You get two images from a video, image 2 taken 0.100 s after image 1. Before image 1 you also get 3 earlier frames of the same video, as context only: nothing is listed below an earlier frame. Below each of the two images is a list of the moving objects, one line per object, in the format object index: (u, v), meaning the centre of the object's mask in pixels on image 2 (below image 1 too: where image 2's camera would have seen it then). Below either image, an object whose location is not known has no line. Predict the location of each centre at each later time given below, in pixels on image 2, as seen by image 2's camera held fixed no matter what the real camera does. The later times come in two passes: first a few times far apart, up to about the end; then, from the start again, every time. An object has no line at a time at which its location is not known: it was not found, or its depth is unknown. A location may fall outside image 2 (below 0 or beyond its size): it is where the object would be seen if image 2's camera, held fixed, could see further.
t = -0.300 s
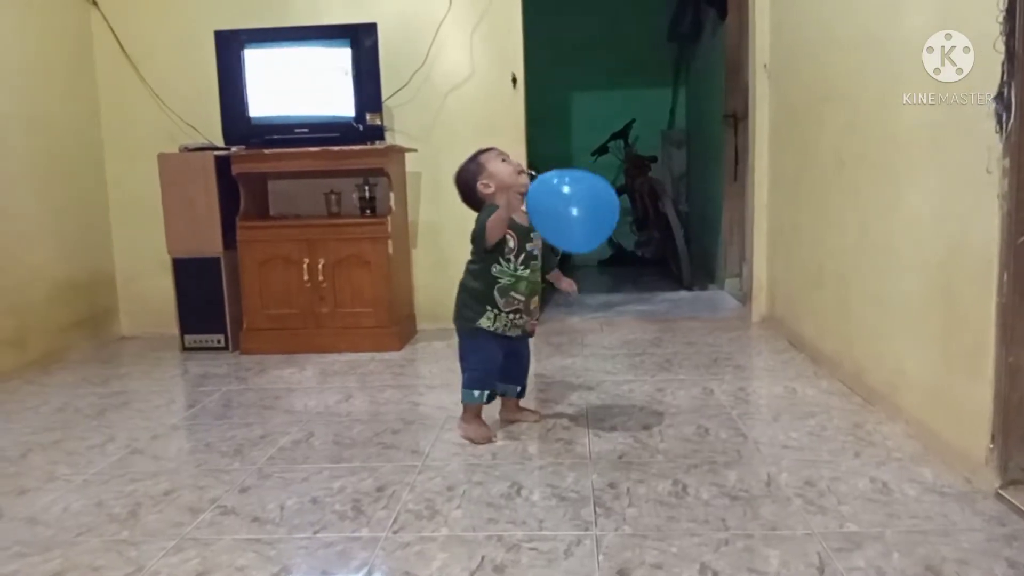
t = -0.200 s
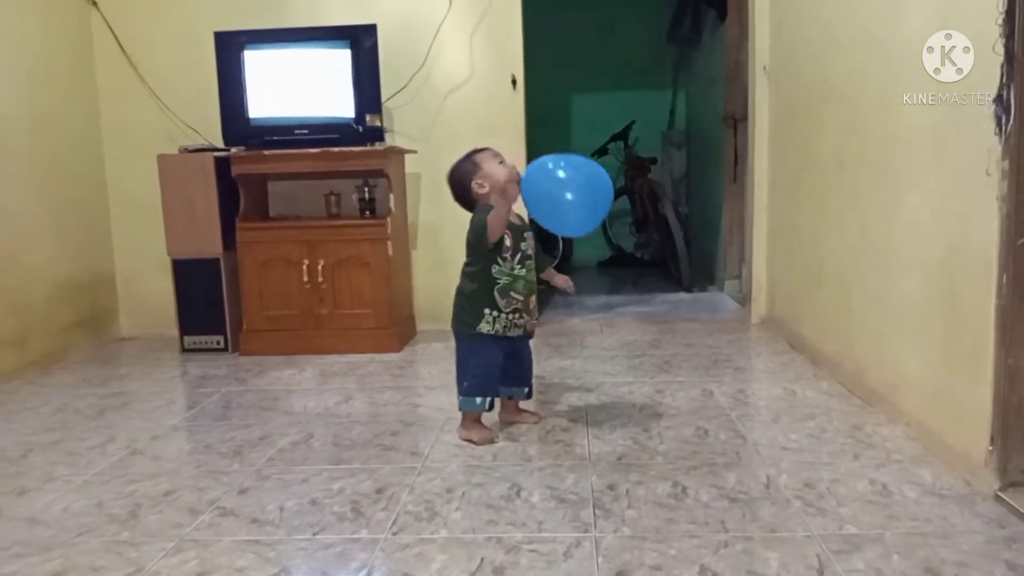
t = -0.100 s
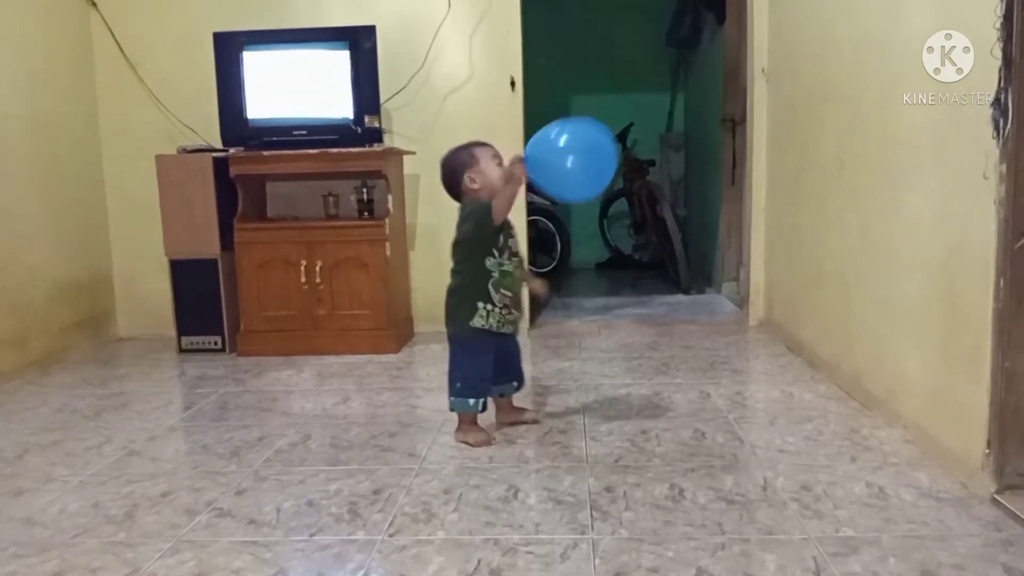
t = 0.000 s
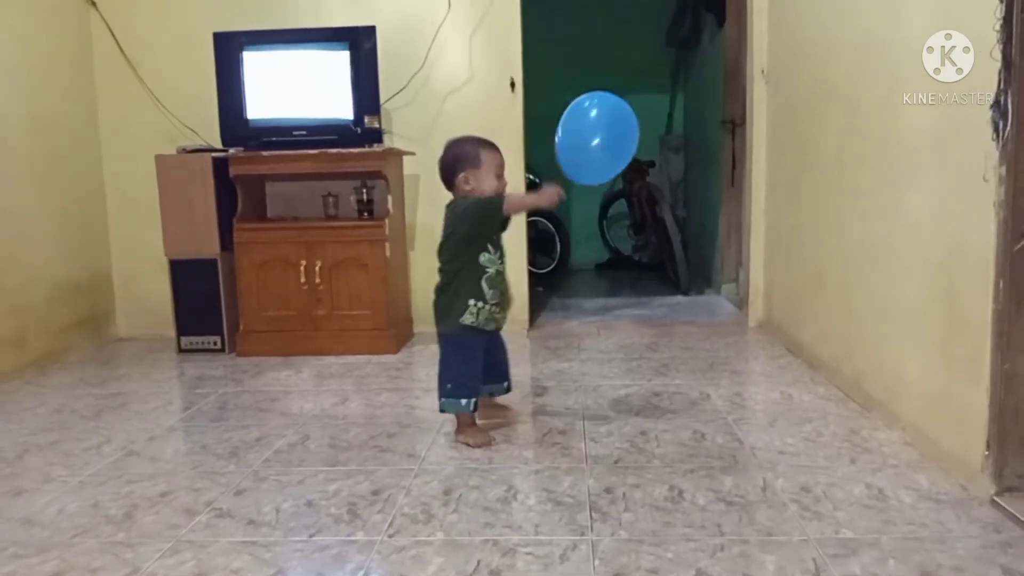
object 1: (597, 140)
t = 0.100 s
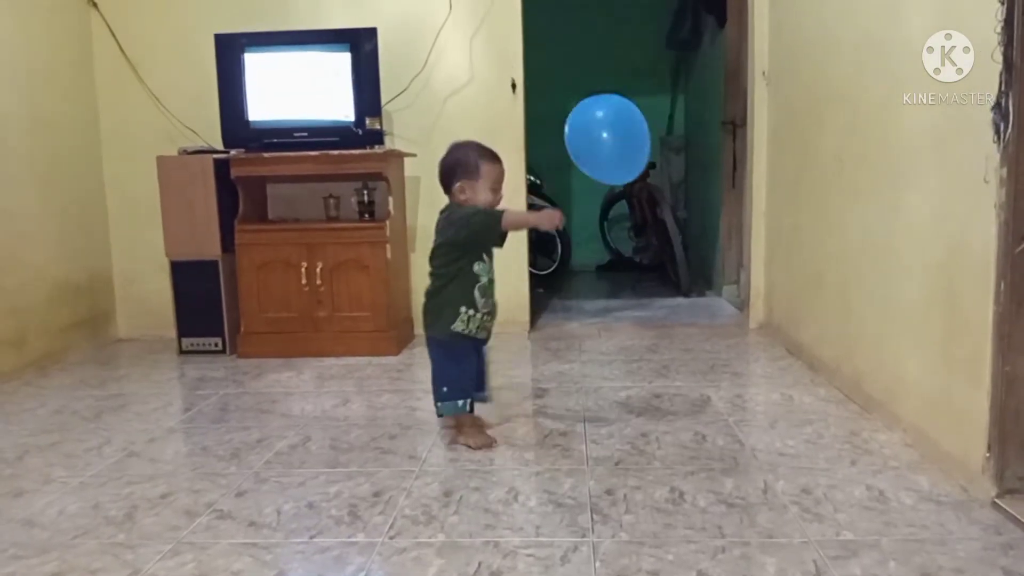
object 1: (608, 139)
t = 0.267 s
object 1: (625, 159)
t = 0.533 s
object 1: (650, 243)
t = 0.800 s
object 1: (676, 377)
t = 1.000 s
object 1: (680, 379)
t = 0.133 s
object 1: (612, 141)
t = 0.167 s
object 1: (615, 144)
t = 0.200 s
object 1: (618, 147)
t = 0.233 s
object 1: (622, 153)
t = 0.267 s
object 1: (625, 159)
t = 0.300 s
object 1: (628, 165)
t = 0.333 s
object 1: (631, 172)
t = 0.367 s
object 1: (634, 181)
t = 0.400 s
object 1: (637, 192)
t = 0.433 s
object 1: (640, 204)
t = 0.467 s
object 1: (644, 217)
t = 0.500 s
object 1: (647, 230)
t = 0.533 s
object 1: (650, 243)
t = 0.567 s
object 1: (654, 257)
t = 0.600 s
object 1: (656, 273)
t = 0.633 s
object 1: (659, 287)
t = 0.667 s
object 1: (661, 303)
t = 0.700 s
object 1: (664, 322)
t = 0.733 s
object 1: (668, 339)
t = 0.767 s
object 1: (672, 358)
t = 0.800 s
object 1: (676, 377)
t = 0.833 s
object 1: (680, 395)
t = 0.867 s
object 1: (684, 410)
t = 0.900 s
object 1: (684, 403)
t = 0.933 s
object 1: (682, 393)
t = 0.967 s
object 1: (681, 386)
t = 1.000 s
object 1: (680, 379)
